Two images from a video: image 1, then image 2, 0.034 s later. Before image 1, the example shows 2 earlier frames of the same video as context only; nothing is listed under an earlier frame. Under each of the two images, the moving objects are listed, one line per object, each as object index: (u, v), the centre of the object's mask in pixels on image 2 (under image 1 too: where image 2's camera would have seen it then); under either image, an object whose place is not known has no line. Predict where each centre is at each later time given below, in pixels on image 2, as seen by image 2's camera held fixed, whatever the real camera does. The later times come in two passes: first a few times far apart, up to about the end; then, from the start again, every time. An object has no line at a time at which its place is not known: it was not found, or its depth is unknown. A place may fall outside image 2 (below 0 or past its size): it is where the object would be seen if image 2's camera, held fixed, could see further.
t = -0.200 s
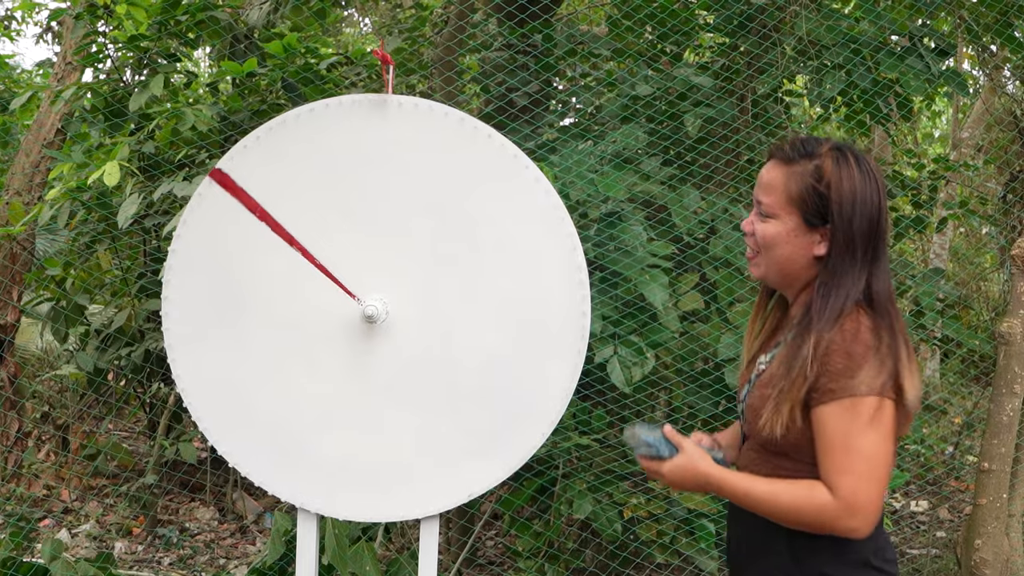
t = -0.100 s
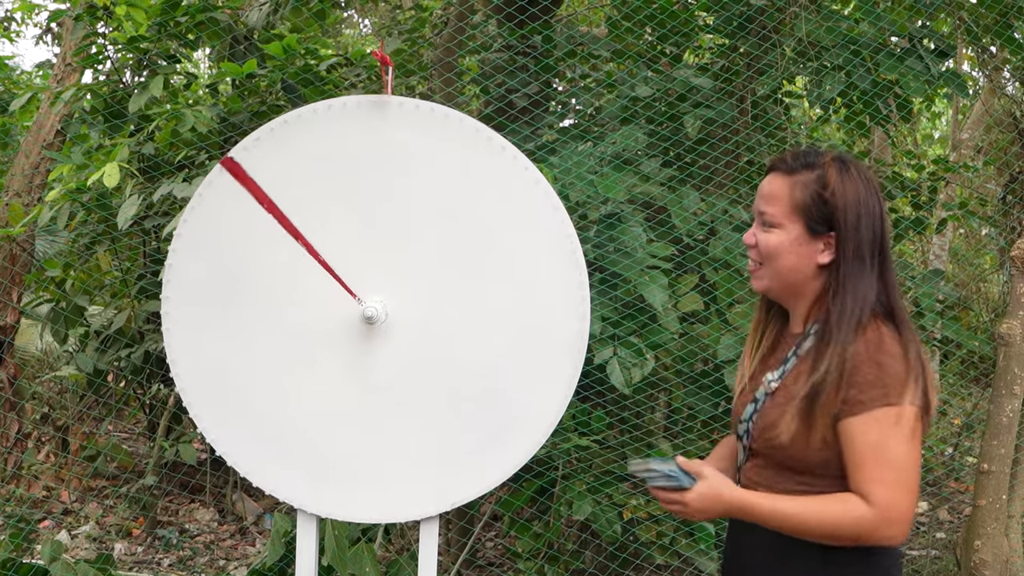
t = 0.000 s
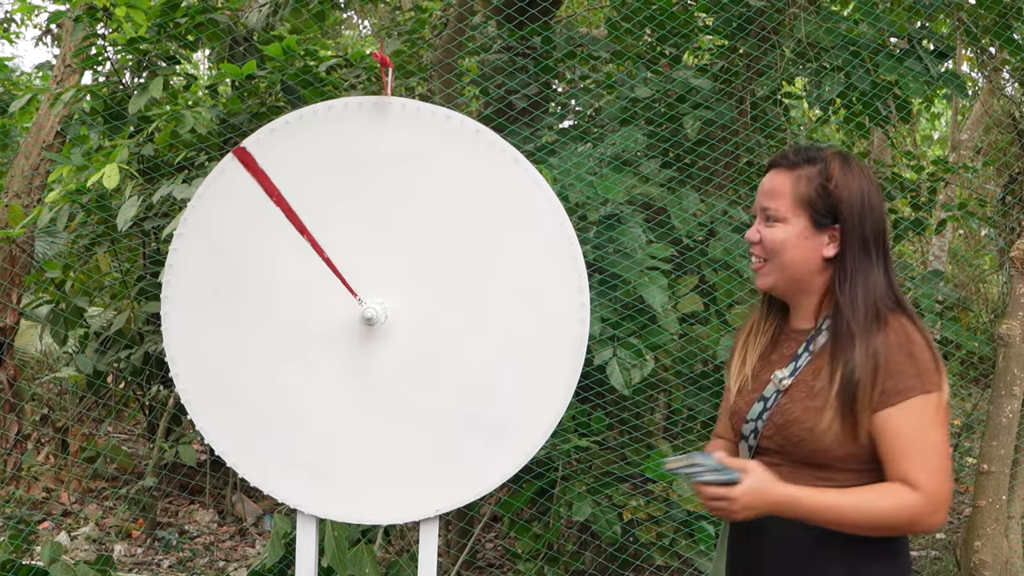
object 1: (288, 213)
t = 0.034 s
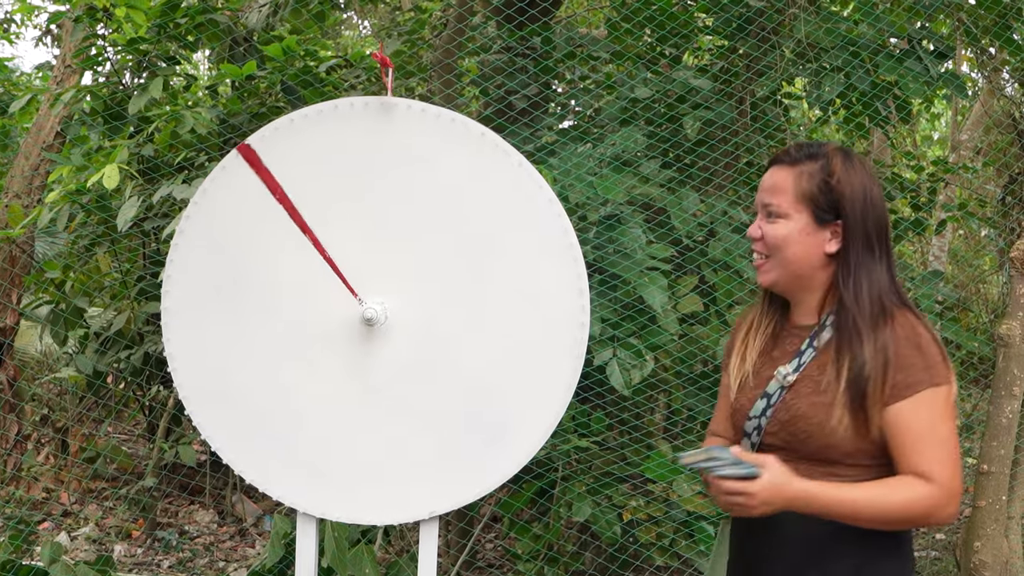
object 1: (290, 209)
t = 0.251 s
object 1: (309, 196)
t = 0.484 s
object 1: (329, 186)
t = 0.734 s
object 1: (350, 180)
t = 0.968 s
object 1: (368, 181)
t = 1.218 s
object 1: (387, 180)
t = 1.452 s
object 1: (402, 184)
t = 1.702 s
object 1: (417, 188)
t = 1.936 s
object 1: (429, 193)
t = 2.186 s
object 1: (439, 198)
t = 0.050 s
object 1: (293, 209)
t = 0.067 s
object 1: (293, 207)
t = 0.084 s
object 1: (295, 207)
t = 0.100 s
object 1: (297, 206)
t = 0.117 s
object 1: (298, 205)
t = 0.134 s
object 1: (299, 203)
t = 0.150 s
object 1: (301, 202)
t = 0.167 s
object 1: (302, 200)
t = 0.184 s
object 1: (303, 199)
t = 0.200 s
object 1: (305, 198)
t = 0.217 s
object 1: (307, 199)
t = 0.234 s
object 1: (308, 198)
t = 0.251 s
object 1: (309, 196)
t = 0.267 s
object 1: (311, 196)
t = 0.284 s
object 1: (312, 194)
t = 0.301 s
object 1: (314, 194)
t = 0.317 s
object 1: (316, 195)
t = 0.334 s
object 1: (316, 192)
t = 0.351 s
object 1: (318, 191)
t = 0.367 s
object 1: (320, 192)
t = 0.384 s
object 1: (321, 190)
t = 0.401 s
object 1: (323, 191)
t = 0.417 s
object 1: (323, 189)
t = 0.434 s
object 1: (326, 190)
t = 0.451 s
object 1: (327, 189)
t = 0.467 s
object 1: (328, 188)
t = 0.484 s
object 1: (329, 186)
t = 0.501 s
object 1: (331, 186)
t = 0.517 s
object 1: (332, 186)
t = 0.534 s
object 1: (334, 186)
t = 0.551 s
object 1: (335, 186)
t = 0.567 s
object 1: (337, 185)
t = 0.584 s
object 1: (338, 185)
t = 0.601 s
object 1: (339, 185)
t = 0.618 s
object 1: (341, 185)
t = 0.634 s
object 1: (342, 183)
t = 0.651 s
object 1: (344, 183)
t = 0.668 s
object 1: (345, 182)
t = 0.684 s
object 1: (346, 183)
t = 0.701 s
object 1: (347, 182)
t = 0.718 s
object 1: (349, 182)
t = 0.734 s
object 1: (350, 180)
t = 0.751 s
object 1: (351, 180)
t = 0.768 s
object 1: (353, 181)
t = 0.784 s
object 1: (354, 181)
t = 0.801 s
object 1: (355, 180)
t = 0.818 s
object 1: (357, 180)
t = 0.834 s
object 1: (358, 180)
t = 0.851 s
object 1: (359, 180)
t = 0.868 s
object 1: (361, 180)
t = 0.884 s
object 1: (362, 180)
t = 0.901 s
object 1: (363, 180)
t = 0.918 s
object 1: (364, 180)
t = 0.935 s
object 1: (365, 179)
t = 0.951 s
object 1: (367, 180)
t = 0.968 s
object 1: (368, 181)
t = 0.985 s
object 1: (370, 180)
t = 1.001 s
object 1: (371, 181)
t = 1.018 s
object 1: (372, 181)
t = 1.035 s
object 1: (373, 180)
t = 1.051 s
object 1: (375, 179)
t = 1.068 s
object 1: (376, 180)
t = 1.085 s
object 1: (377, 180)
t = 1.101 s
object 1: (378, 180)
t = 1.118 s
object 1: (380, 180)
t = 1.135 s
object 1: (381, 180)
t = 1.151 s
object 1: (382, 180)
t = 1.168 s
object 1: (383, 180)
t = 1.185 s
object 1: (385, 180)
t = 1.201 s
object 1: (386, 180)
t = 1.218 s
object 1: (387, 180)
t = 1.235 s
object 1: (388, 181)
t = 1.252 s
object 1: (389, 181)
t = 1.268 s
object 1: (390, 181)
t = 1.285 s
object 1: (391, 182)
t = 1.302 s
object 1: (393, 182)
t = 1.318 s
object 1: (394, 182)
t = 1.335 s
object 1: (395, 180)
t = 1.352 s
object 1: (396, 183)
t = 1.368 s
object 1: (397, 182)
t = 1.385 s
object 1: (398, 183)
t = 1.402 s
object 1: (399, 183)
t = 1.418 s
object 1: (400, 183)
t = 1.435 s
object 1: (401, 183)
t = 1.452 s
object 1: (402, 184)
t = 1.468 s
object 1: (403, 184)
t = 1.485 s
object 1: (404, 185)
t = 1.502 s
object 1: (405, 185)
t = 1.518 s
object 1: (406, 185)
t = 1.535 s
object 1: (407, 185)
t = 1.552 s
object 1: (408, 186)
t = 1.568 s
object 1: (409, 185)
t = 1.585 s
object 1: (411, 186)
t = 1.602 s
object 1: (411, 186)
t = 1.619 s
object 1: (412, 187)
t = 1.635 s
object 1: (413, 187)
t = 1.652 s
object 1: (414, 187)
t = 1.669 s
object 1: (415, 188)
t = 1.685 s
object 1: (416, 188)
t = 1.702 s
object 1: (417, 188)
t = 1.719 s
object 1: (418, 189)
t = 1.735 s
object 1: (419, 189)
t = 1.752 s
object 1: (419, 189)
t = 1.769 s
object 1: (420, 190)
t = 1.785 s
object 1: (421, 190)
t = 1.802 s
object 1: (422, 190)
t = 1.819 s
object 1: (423, 191)
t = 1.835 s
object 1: (424, 191)
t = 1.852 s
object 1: (425, 191)
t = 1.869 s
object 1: (426, 191)
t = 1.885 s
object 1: (427, 191)
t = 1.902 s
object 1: (427, 192)
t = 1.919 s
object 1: (428, 193)
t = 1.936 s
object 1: (429, 193)
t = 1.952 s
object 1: (430, 192)
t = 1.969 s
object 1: (431, 193)
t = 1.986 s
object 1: (432, 193)
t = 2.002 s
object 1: (433, 192)
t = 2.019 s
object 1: (433, 194)
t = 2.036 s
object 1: (434, 193)
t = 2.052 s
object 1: (434, 194)
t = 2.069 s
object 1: (435, 194)
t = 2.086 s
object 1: (436, 195)
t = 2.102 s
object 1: (436, 195)
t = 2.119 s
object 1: (437, 196)
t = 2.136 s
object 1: (438, 195)
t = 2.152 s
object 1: (438, 196)
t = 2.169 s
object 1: (439, 197)
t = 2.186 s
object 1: (439, 198)
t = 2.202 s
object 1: (440, 198)
